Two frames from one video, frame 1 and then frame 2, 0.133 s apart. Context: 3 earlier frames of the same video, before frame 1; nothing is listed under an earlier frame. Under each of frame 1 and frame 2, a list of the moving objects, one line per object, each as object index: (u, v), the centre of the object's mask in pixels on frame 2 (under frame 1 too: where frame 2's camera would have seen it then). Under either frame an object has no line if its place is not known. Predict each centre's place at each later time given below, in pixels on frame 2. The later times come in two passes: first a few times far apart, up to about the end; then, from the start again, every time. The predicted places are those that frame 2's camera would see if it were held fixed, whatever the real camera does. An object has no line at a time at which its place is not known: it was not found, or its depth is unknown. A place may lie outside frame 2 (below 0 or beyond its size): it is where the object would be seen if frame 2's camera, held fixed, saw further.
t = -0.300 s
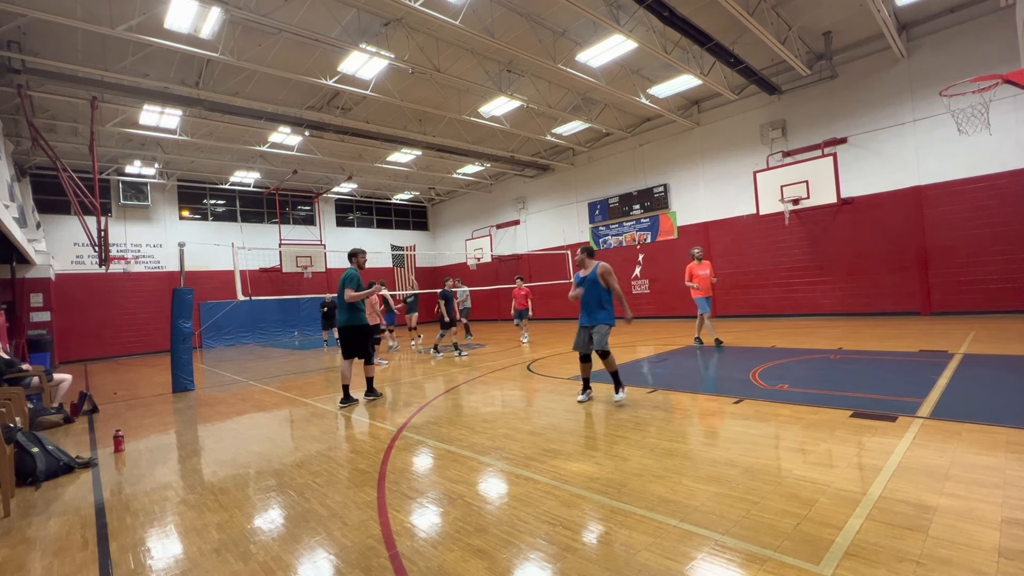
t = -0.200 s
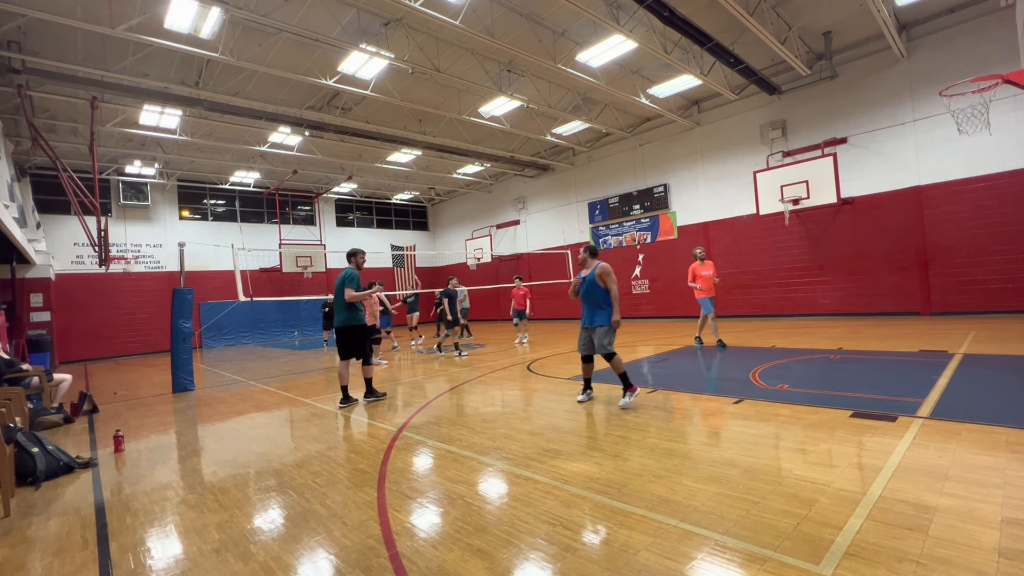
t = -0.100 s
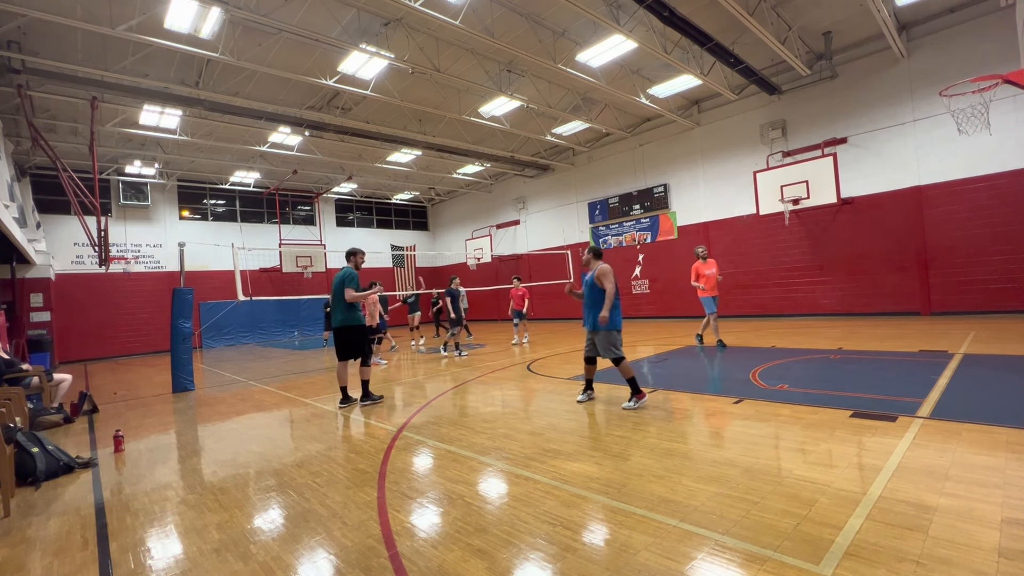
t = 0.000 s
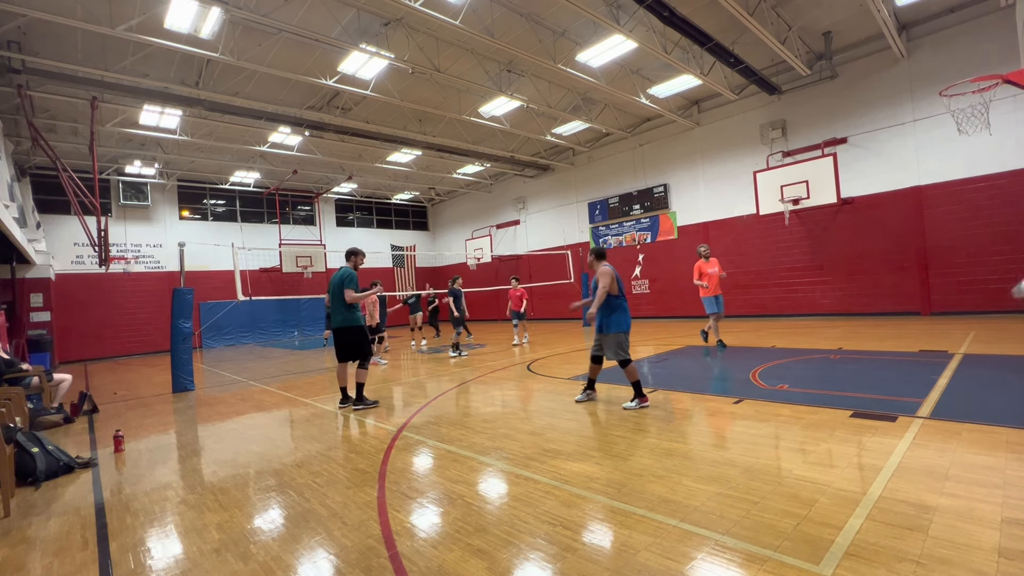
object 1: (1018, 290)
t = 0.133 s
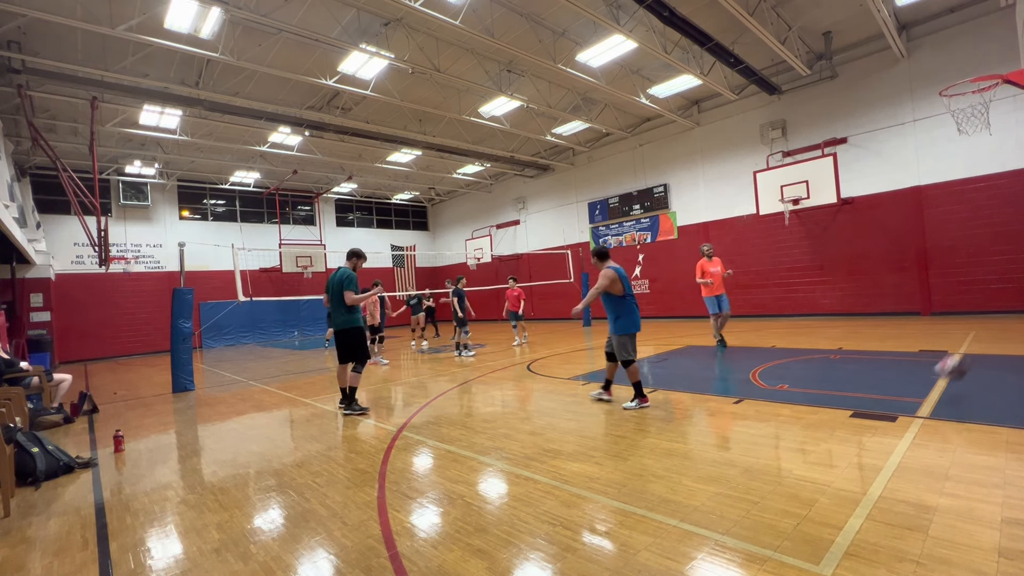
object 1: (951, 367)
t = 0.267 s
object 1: (916, 341)
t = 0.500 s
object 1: (877, 277)
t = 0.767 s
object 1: (844, 272)
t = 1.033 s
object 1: (819, 331)
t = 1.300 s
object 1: (791, 338)
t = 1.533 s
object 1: (764, 311)
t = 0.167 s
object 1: (936, 387)
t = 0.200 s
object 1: (928, 369)
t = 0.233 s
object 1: (922, 355)
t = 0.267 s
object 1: (916, 341)
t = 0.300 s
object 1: (910, 327)
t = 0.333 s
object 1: (904, 316)
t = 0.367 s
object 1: (897, 306)
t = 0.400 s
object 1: (892, 297)
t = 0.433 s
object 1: (887, 289)
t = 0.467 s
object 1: (882, 283)
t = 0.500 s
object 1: (877, 277)
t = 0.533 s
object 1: (873, 273)
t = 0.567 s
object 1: (867, 269)
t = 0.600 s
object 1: (863, 267)
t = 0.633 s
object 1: (859, 266)
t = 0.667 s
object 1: (855, 266)
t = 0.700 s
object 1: (851, 267)
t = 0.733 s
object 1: (847, 269)
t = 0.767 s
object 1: (844, 272)
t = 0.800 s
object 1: (840, 277)
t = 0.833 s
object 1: (836, 281)
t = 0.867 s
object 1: (833, 287)
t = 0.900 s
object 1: (830, 294)
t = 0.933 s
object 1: (827, 302)
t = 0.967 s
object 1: (824, 311)
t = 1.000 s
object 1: (822, 320)
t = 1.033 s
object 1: (819, 331)
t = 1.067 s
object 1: (817, 342)
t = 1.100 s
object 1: (814, 354)
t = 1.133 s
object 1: (811, 367)
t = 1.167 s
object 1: (809, 376)
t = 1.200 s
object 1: (804, 364)
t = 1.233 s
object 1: (800, 354)
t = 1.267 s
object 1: (795, 346)
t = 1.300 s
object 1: (791, 338)
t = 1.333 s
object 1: (787, 331)
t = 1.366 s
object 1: (783, 325)
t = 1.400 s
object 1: (779, 320)
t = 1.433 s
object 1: (775, 316)
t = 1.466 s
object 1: (771, 314)
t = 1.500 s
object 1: (767, 312)
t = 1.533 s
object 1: (764, 311)
